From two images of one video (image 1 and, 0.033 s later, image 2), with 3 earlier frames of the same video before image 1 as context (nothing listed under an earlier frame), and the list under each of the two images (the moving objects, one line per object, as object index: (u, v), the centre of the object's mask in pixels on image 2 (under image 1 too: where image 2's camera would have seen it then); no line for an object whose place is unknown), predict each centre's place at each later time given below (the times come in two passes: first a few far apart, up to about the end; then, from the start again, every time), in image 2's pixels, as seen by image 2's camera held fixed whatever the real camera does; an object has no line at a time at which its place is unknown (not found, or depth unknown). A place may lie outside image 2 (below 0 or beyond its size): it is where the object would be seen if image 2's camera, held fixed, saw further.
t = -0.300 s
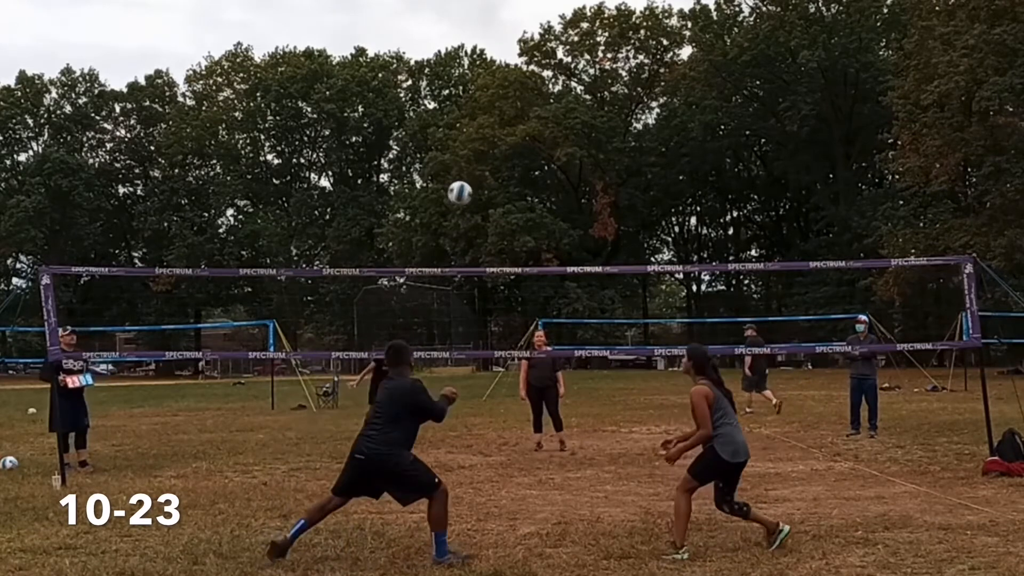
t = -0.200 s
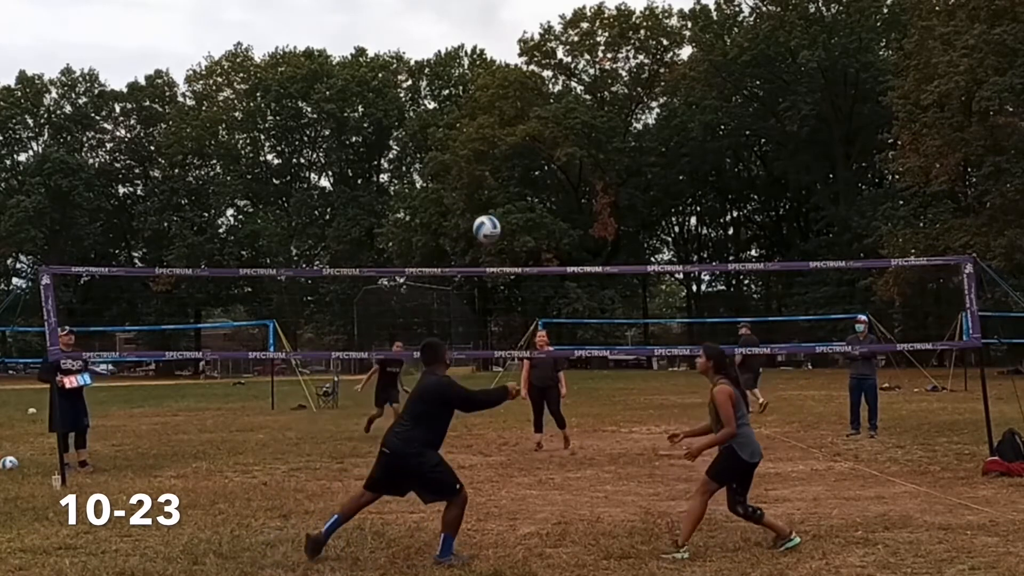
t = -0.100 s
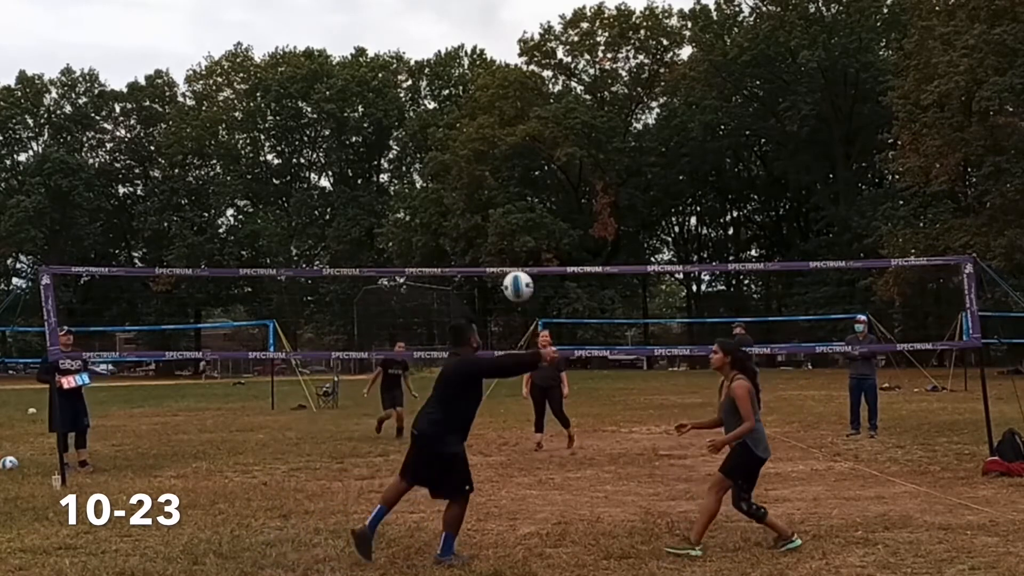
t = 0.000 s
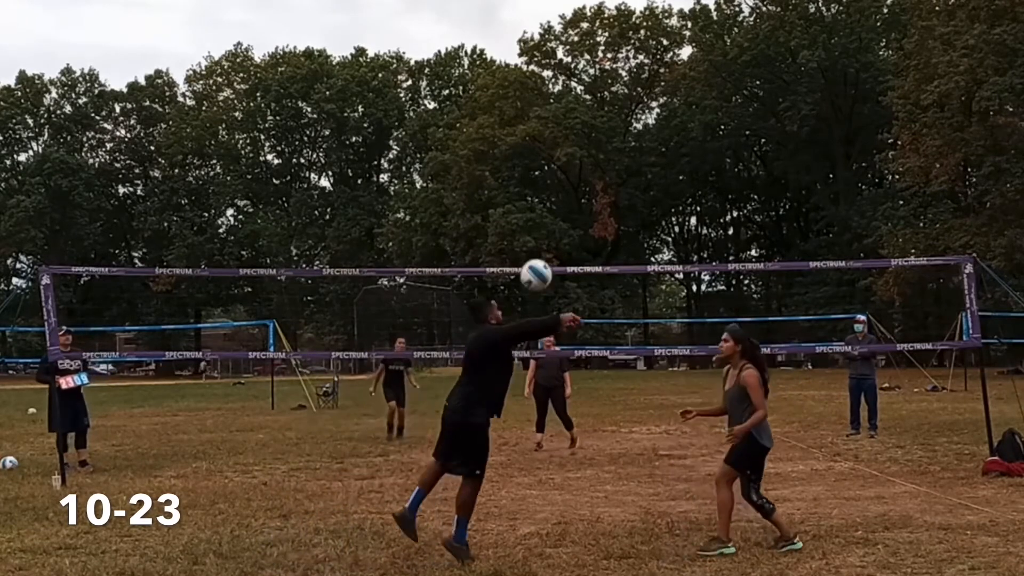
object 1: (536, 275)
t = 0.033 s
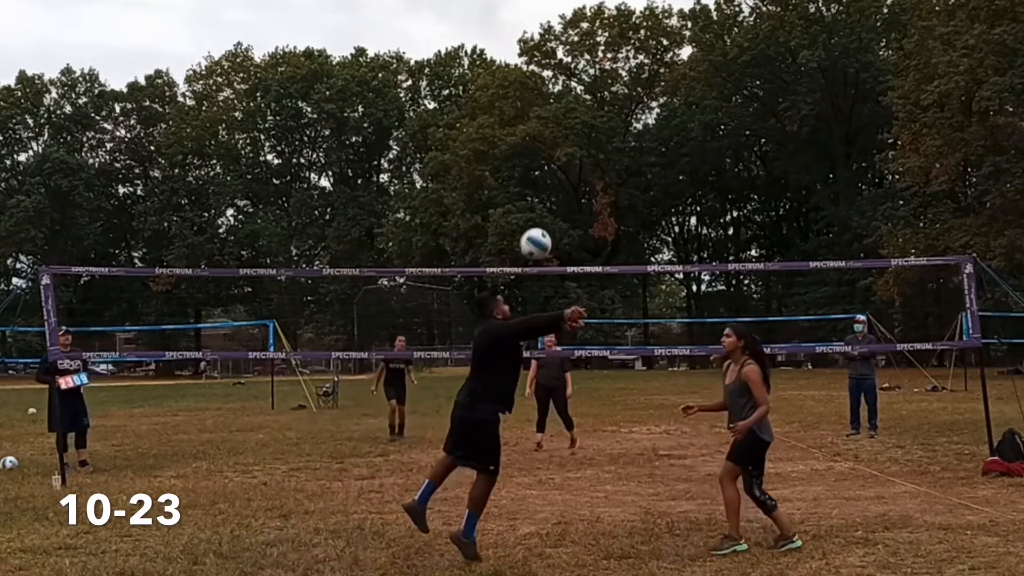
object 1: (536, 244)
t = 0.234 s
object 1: (533, 97)
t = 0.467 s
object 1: (530, 10)
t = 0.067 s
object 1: (535, 214)
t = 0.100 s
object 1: (535, 187)
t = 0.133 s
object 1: (534, 162)
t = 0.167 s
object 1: (534, 138)
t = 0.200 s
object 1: (533, 117)
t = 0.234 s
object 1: (533, 97)
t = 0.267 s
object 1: (533, 79)
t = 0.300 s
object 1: (532, 61)
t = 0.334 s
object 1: (531, 48)
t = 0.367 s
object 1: (531, 36)
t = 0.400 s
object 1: (531, 26)
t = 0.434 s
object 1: (531, 16)
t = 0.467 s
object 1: (530, 10)
